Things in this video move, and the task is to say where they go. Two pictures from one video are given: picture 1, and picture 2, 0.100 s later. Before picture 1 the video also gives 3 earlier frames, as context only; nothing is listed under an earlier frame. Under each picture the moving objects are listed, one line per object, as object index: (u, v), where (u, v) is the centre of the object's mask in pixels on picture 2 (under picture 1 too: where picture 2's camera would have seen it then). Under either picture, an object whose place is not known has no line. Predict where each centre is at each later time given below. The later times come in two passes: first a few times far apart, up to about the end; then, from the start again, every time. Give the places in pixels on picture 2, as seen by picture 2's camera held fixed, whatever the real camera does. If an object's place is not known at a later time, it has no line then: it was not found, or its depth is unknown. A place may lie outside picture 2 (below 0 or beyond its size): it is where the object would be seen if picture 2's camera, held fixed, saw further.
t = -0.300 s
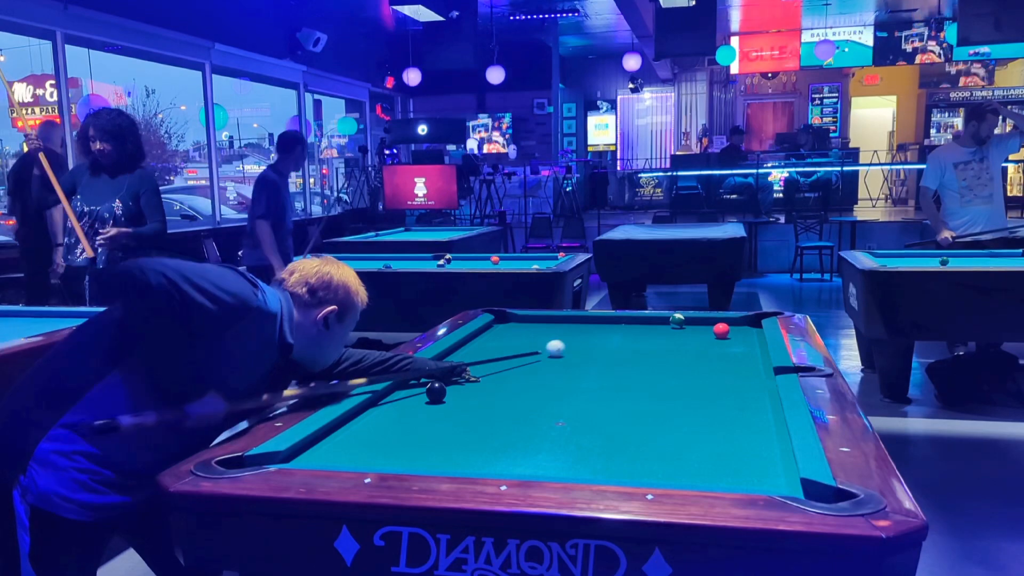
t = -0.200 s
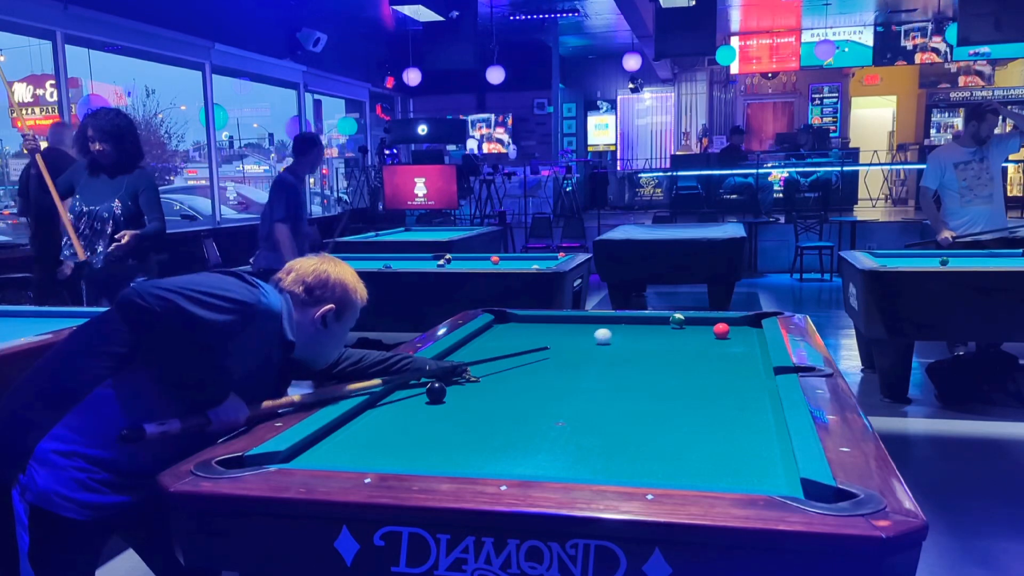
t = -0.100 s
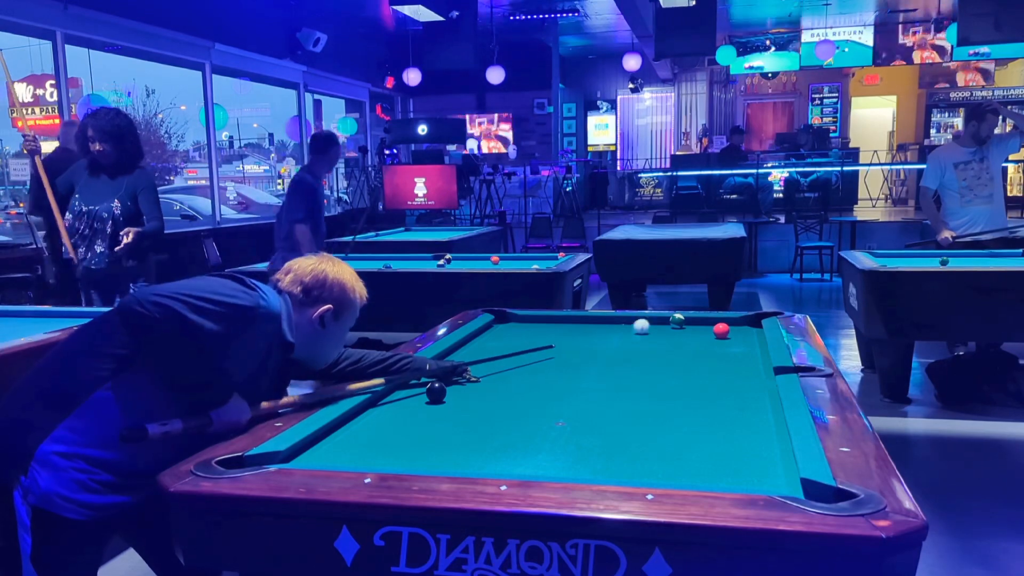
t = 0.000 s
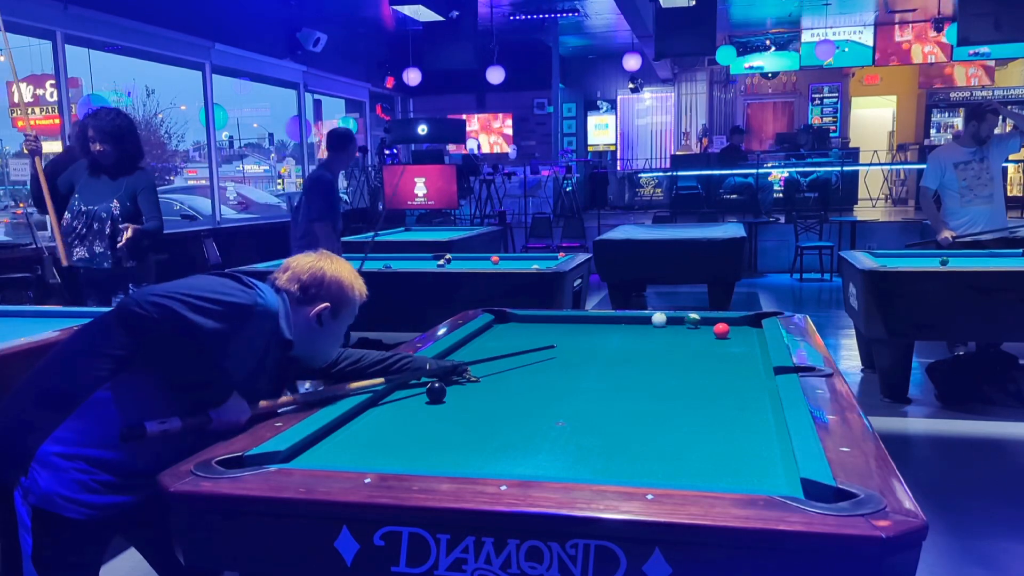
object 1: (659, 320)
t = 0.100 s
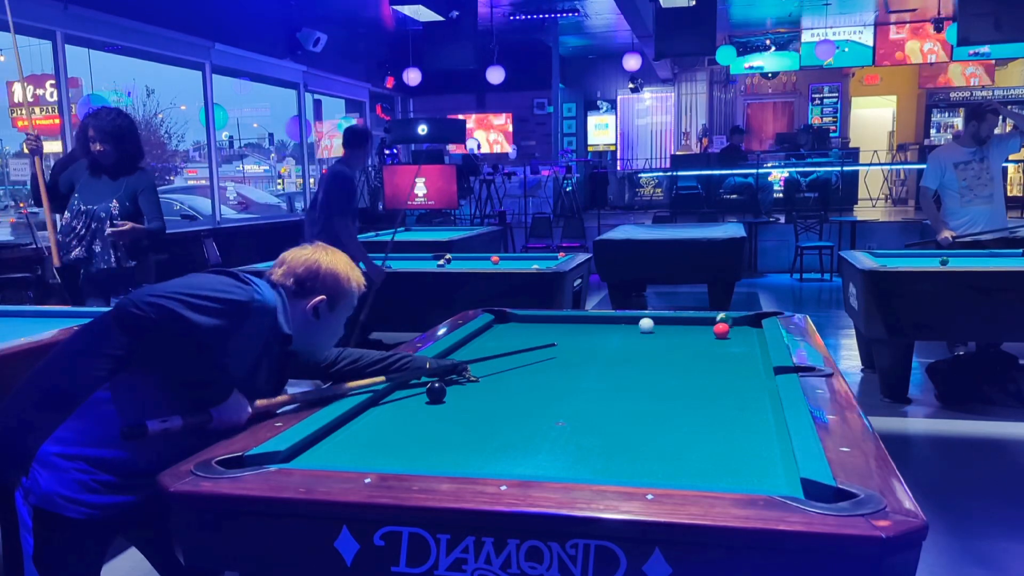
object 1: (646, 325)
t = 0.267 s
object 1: (632, 334)
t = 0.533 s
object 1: (609, 349)
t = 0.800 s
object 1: (583, 366)
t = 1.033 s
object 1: (556, 384)
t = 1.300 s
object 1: (520, 408)
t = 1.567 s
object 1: (476, 438)
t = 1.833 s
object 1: (429, 462)
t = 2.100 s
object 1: (442, 445)
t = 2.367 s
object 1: (452, 427)
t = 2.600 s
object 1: (459, 413)
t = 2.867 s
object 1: (467, 400)
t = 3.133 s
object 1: (473, 389)
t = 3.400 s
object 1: (478, 379)
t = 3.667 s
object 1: (482, 371)
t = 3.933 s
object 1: (487, 364)
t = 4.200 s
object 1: (490, 357)
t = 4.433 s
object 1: (492, 353)
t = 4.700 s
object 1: (494, 347)
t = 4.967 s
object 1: (497, 343)
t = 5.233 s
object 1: (499, 340)
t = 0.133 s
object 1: (642, 327)
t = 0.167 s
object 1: (640, 329)
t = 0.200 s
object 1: (637, 331)
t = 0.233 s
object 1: (635, 332)
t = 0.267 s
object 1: (632, 334)
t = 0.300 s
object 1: (629, 336)
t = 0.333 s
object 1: (626, 337)
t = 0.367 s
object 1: (624, 339)
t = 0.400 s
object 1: (621, 341)
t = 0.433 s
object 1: (618, 343)
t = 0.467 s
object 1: (615, 345)
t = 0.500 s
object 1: (612, 347)
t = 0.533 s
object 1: (609, 349)
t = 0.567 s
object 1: (606, 351)
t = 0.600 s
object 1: (603, 353)
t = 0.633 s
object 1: (600, 355)
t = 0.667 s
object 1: (597, 357)
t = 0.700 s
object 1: (593, 359)
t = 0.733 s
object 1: (590, 362)
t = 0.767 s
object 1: (587, 364)
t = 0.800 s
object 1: (583, 366)
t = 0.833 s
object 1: (579, 369)
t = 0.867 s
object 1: (576, 371)
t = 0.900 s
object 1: (572, 373)
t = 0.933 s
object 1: (568, 376)
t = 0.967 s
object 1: (564, 379)
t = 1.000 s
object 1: (560, 381)
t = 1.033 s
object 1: (556, 384)
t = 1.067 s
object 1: (552, 387)
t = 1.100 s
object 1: (548, 390)
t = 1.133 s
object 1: (543, 393)
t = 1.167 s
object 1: (539, 396)
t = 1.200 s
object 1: (534, 398)
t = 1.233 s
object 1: (530, 402)
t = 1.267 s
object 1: (525, 405)
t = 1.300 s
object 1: (520, 408)
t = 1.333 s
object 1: (515, 412)
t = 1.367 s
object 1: (510, 415)
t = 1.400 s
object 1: (505, 418)
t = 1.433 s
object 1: (499, 422)
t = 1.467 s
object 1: (493, 426)
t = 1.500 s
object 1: (488, 430)
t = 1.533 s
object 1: (482, 434)
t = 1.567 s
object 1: (476, 438)
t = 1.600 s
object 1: (469, 442)
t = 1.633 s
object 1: (463, 446)
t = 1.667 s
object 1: (457, 450)
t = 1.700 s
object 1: (450, 455)
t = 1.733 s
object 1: (443, 458)
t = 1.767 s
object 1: (436, 460)
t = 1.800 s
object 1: (429, 463)
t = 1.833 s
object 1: (429, 462)
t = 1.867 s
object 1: (431, 460)
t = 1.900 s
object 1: (432, 459)
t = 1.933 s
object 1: (434, 457)
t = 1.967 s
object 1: (436, 456)
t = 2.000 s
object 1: (437, 453)
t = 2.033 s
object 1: (438, 450)
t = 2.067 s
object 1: (440, 448)
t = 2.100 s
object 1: (442, 445)
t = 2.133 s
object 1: (443, 443)
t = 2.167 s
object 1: (444, 440)
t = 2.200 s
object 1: (446, 438)
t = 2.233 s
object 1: (447, 436)
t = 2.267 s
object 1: (448, 433)
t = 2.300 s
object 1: (449, 431)
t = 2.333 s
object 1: (451, 429)
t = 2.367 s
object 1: (452, 427)
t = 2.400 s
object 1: (453, 425)
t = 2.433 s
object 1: (454, 423)
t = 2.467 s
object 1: (455, 421)
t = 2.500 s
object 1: (456, 419)
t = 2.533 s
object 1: (457, 417)
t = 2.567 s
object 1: (458, 415)
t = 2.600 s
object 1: (459, 413)
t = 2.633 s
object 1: (460, 411)
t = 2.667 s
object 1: (461, 410)
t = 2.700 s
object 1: (462, 408)
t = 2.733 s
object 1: (463, 406)
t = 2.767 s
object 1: (464, 405)
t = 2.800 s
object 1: (465, 403)
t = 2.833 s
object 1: (466, 402)
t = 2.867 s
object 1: (467, 400)
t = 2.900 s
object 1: (468, 399)
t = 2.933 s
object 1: (469, 397)
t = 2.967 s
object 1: (469, 396)
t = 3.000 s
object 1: (470, 394)
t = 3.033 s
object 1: (471, 393)
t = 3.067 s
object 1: (472, 391)
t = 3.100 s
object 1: (472, 390)
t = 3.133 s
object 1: (473, 389)
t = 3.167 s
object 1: (474, 388)
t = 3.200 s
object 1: (474, 386)
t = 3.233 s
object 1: (475, 385)
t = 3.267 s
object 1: (476, 384)
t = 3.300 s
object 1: (476, 383)
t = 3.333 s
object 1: (477, 382)
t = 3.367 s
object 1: (478, 381)
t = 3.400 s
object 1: (478, 379)
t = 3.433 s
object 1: (479, 378)
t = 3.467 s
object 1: (479, 377)
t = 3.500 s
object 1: (480, 376)
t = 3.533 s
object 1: (480, 375)
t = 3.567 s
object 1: (481, 374)
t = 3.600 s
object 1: (482, 373)
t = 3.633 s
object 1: (482, 372)
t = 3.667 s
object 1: (482, 371)
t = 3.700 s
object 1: (483, 370)
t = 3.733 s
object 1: (484, 369)
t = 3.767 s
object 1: (484, 368)
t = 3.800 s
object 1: (484, 367)
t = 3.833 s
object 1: (485, 366)
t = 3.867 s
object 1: (486, 365)
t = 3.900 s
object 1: (486, 365)
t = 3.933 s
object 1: (487, 364)
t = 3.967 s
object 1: (487, 363)
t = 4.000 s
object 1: (487, 362)
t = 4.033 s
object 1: (488, 361)
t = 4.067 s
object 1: (488, 361)
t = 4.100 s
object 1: (489, 360)
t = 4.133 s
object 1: (489, 359)
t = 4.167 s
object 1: (490, 358)
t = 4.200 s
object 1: (490, 357)
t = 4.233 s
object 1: (490, 357)
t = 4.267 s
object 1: (491, 356)
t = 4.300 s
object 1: (491, 355)
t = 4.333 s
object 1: (491, 354)
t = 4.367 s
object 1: (492, 354)
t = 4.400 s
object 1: (492, 353)
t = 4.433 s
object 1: (492, 353)
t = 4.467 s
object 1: (493, 352)
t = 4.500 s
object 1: (493, 351)
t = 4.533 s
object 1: (493, 350)
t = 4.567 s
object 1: (493, 350)
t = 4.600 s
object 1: (494, 349)
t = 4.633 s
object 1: (494, 349)
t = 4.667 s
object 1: (494, 348)
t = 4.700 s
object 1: (494, 347)
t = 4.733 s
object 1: (495, 347)
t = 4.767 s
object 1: (495, 346)
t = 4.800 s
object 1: (495, 346)
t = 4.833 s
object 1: (496, 345)
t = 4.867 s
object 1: (496, 345)
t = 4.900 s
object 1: (496, 344)
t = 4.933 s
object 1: (497, 344)
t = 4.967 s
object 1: (497, 343)
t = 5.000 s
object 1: (497, 343)
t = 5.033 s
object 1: (498, 342)
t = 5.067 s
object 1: (498, 342)
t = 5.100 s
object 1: (498, 341)
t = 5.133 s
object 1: (498, 341)
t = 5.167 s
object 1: (499, 340)
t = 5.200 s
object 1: (499, 340)
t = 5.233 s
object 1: (499, 340)
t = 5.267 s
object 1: (500, 339)
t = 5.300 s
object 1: (500, 339)
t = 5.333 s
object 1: (500, 338)
